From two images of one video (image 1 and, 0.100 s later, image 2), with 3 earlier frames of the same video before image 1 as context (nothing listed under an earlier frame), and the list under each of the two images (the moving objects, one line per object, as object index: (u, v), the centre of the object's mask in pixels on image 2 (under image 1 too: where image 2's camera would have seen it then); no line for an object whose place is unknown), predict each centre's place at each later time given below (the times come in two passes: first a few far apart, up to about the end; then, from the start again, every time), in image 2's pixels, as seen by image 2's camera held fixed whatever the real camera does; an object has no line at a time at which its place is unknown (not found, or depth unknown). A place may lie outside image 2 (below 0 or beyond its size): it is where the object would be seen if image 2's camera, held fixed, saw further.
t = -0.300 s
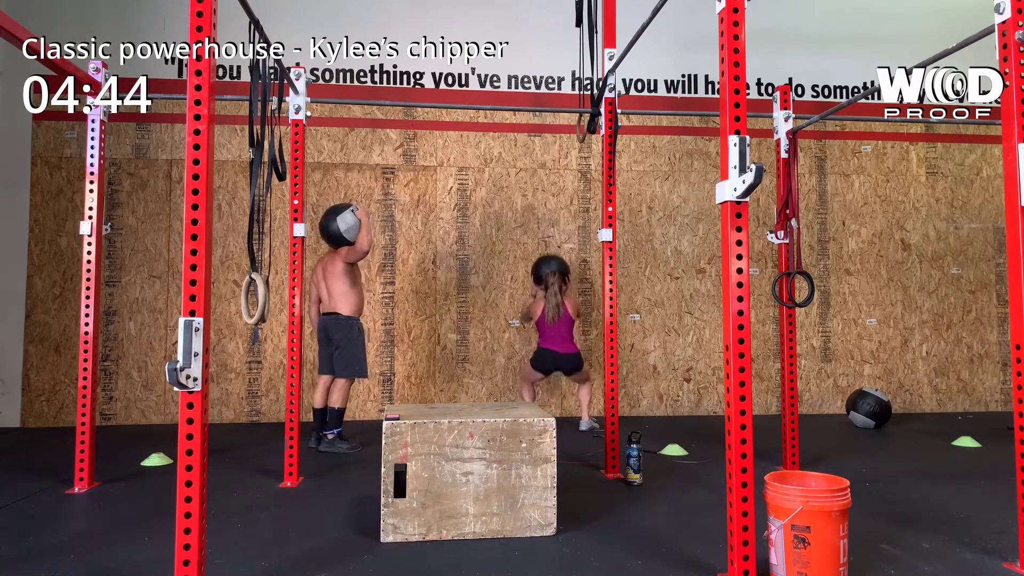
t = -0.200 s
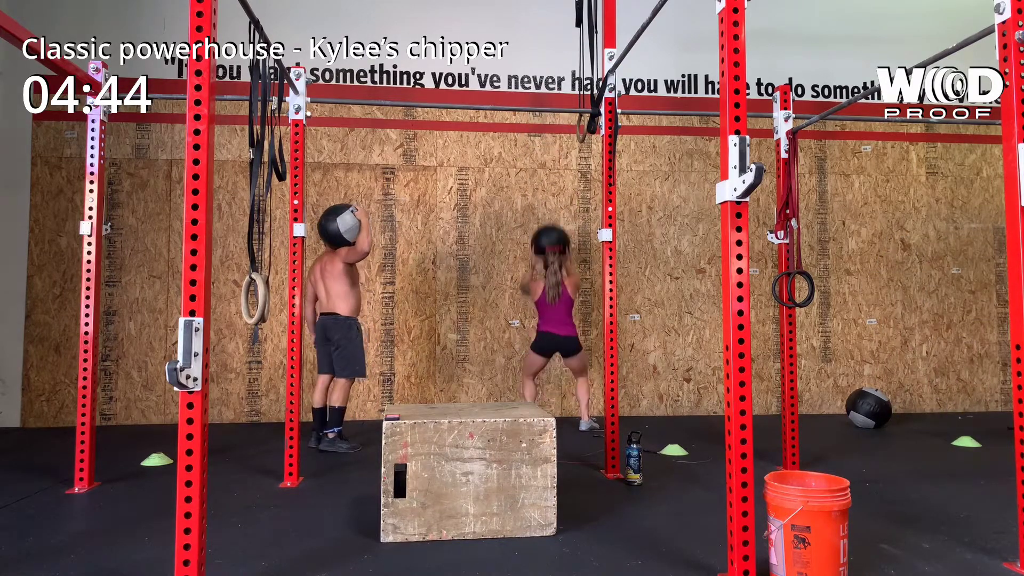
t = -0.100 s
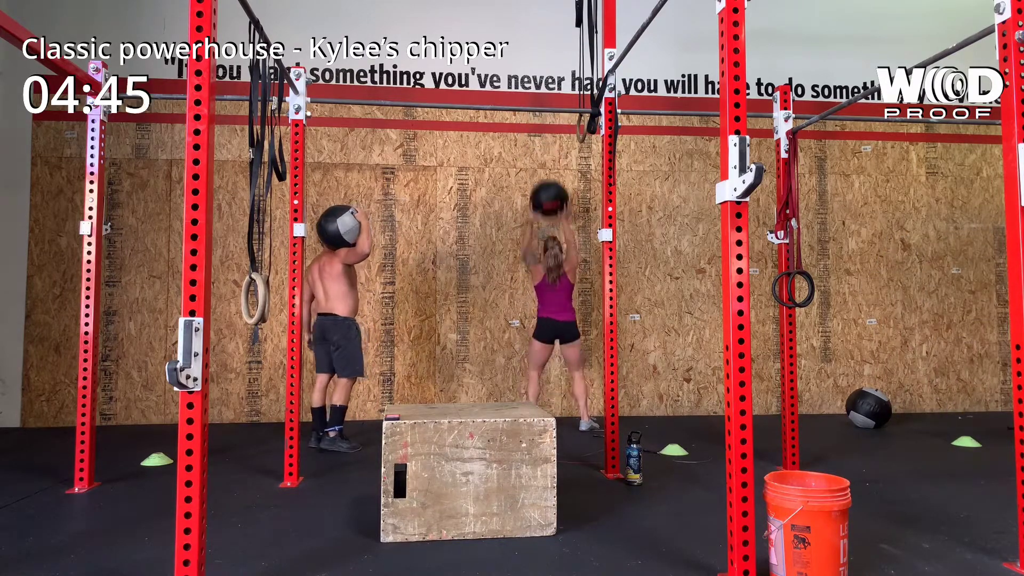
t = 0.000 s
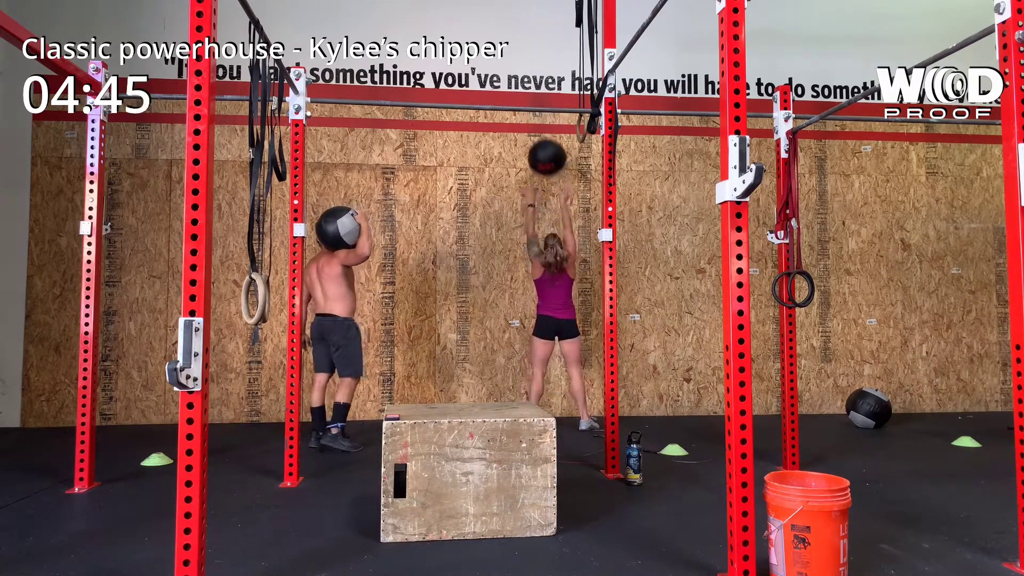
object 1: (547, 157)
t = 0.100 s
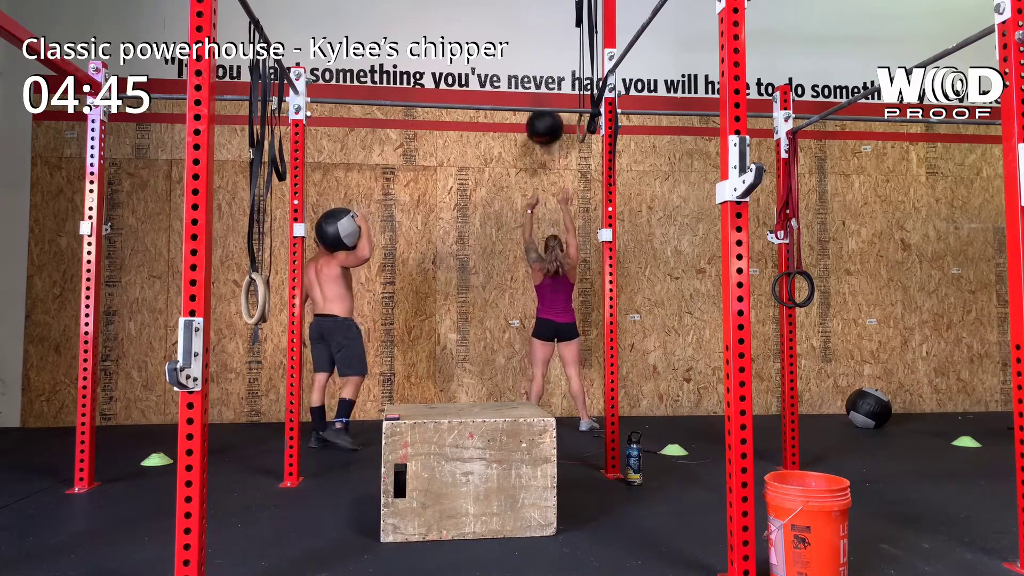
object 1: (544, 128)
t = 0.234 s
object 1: (542, 103)
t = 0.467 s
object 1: (541, 102)
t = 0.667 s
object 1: (542, 146)
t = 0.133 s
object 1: (544, 123)
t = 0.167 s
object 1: (543, 113)
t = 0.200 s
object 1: (542, 107)
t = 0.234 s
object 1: (542, 103)
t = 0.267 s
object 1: (541, 100)
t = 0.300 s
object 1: (541, 99)
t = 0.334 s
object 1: (541, 95)
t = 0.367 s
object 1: (541, 94)
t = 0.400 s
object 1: (541, 95)
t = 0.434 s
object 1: (541, 99)
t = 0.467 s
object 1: (541, 102)
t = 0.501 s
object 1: (541, 107)
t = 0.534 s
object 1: (542, 113)
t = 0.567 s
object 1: (542, 123)
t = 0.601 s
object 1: (542, 127)
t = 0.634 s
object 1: (542, 136)
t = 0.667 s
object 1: (542, 146)
